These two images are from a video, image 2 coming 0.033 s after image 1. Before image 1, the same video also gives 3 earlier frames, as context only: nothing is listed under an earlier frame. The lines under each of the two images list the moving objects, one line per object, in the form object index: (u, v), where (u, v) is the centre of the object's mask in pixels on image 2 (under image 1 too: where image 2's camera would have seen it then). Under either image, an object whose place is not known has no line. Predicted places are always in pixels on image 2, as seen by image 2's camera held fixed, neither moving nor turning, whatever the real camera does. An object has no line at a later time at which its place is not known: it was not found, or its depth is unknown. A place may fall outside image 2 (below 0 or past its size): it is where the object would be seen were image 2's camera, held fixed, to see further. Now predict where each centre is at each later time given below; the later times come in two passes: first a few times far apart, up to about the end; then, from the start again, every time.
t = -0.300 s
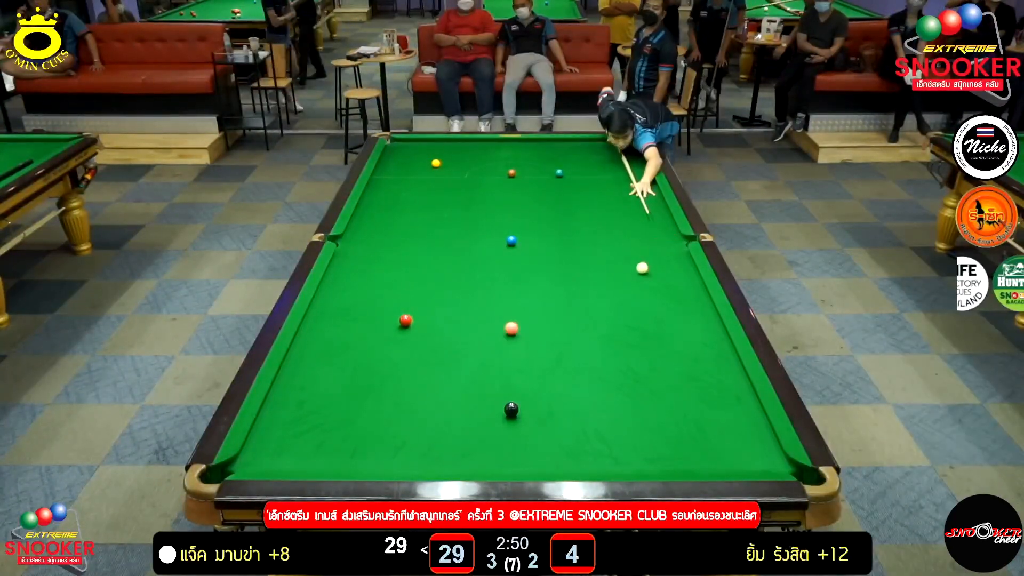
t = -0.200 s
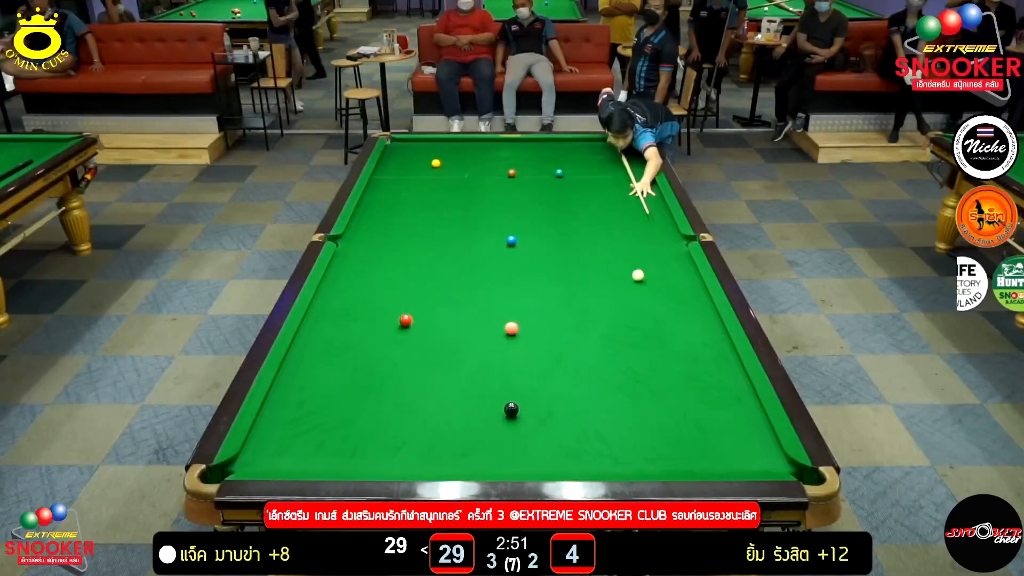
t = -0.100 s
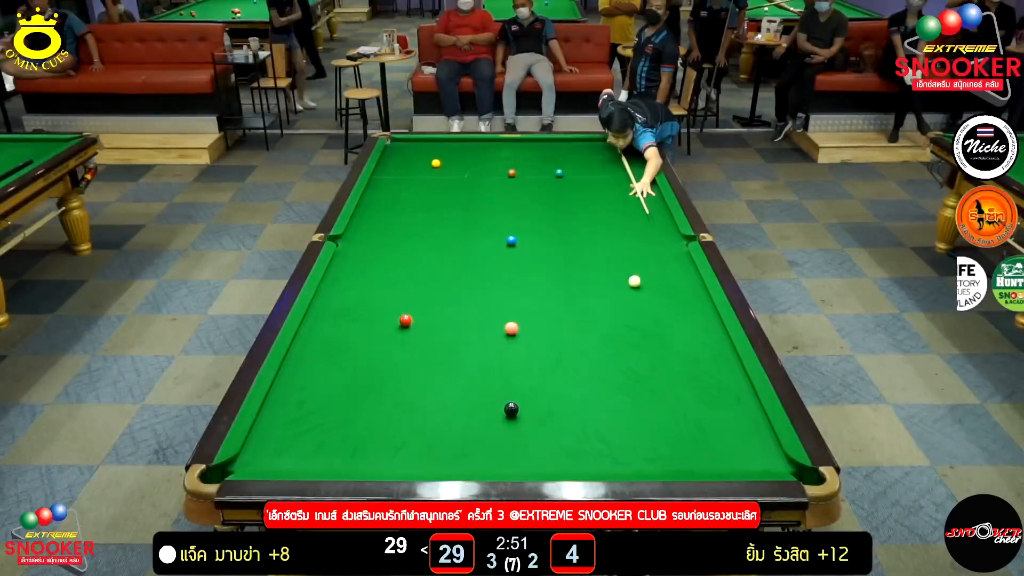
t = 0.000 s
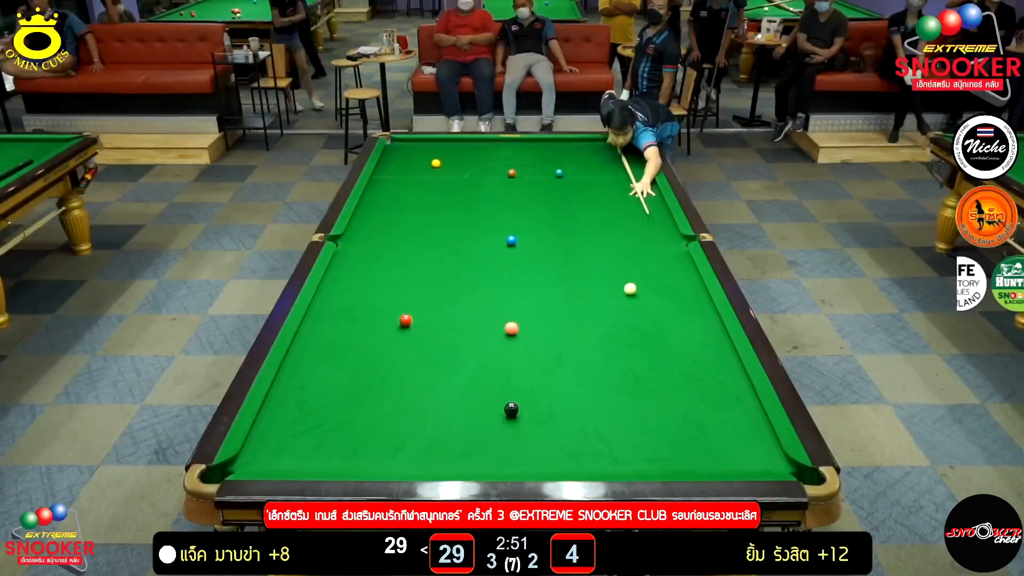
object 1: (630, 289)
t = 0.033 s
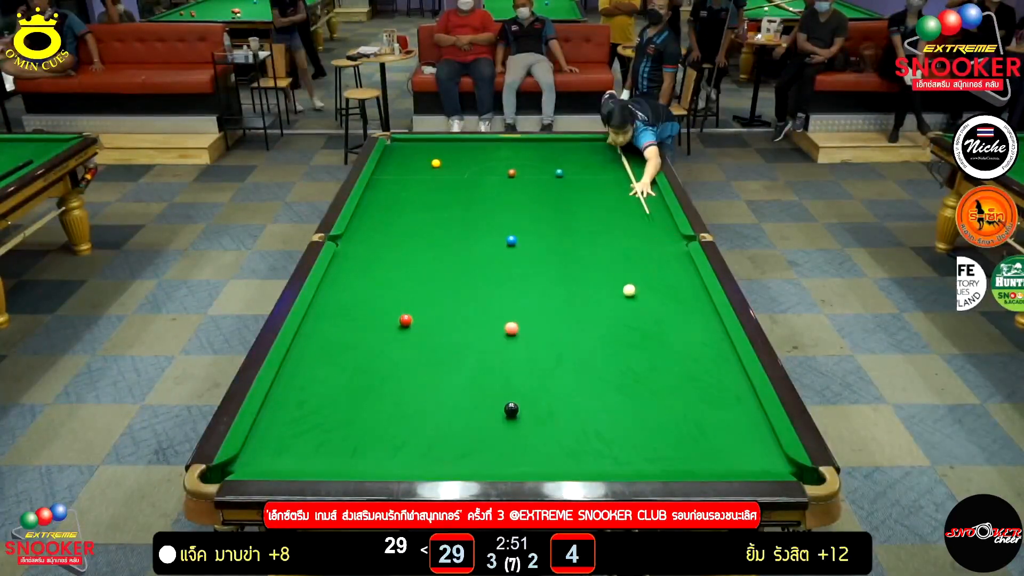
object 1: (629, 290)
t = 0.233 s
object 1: (618, 308)
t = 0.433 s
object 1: (609, 323)
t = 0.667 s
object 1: (597, 344)
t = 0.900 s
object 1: (582, 367)
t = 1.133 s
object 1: (570, 387)
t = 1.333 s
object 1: (556, 410)
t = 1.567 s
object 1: (541, 433)
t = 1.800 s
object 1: (523, 461)
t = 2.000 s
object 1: (512, 456)
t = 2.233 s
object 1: (500, 440)
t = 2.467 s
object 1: (489, 426)
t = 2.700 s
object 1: (480, 415)
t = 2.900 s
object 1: (473, 404)
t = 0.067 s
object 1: (627, 294)
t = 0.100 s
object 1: (624, 298)
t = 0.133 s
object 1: (623, 300)
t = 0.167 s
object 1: (621, 303)
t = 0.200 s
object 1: (619, 306)
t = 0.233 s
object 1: (618, 308)
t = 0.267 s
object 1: (617, 309)
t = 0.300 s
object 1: (616, 313)
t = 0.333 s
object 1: (615, 314)
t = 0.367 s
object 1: (613, 318)
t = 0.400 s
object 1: (610, 321)
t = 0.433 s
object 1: (609, 323)
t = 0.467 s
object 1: (607, 326)
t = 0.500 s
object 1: (604, 331)
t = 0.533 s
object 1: (603, 333)
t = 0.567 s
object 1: (601, 336)
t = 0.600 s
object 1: (599, 340)
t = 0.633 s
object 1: (598, 342)
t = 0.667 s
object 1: (597, 344)
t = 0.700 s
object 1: (595, 347)
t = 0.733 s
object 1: (593, 349)
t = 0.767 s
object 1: (591, 353)
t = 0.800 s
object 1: (589, 356)
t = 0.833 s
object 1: (588, 358)
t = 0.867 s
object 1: (585, 362)
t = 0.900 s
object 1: (582, 367)
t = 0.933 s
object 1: (581, 369)
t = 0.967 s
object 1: (578, 373)
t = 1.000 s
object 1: (576, 377)
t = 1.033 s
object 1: (574, 379)
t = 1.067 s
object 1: (573, 381)
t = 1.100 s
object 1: (571, 385)
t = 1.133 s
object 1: (570, 387)
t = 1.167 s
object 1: (567, 391)
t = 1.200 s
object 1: (565, 395)
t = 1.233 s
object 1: (563, 397)
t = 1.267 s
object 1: (561, 401)
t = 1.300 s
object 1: (557, 407)
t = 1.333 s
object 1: (556, 410)
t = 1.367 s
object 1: (553, 414)
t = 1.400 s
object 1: (550, 418)
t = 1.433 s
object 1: (549, 420)
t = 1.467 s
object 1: (548, 422)
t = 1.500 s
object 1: (545, 426)
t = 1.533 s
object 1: (544, 429)
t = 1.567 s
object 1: (541, 433)
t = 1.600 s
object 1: (538, 438)
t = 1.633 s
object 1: (537, 440)
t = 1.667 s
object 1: (534, 444)
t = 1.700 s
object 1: (530, 451)
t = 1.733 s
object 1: (528, 453)
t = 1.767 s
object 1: (526, 458)
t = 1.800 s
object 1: (523, 461)
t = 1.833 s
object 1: (521, 463)
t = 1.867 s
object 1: (520, 464)
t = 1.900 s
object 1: (517, 462)
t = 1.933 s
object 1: (516, 461)
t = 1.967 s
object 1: (514, 459)
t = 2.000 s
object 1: (512, 456)
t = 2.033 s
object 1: (511, 455)
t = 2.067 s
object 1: (509, 452)
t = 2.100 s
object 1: (506, 448)
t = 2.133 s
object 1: (505, 447)
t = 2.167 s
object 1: (503, 444)
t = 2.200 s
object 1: (501, 441)
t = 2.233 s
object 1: (500, 440)
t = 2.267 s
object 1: (499, 439)
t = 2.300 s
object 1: (497, 437)
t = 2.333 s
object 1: (496, 435)
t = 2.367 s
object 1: (494, 433)
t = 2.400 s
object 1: (493, 431)
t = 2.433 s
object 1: (492, 430)
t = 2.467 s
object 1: (489, 426)
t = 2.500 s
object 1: (488, 424)
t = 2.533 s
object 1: (487, 423)
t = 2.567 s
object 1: (485, 421)
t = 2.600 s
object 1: (483, 419)
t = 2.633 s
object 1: (483, 418)
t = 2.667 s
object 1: (482, 417)
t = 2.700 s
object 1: (480, 415)
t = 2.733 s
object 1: (480, 414)
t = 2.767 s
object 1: (478, 412)
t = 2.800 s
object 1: (477, 410)
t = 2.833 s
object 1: (476, 409)
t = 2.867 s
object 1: (475, 407)
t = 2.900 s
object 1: (473, 404)
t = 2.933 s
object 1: (472, 403)
